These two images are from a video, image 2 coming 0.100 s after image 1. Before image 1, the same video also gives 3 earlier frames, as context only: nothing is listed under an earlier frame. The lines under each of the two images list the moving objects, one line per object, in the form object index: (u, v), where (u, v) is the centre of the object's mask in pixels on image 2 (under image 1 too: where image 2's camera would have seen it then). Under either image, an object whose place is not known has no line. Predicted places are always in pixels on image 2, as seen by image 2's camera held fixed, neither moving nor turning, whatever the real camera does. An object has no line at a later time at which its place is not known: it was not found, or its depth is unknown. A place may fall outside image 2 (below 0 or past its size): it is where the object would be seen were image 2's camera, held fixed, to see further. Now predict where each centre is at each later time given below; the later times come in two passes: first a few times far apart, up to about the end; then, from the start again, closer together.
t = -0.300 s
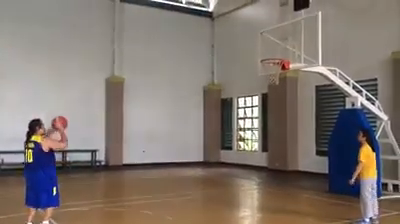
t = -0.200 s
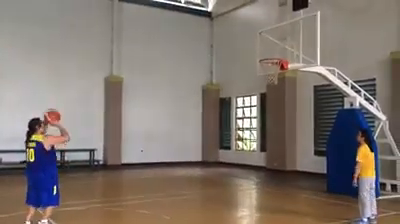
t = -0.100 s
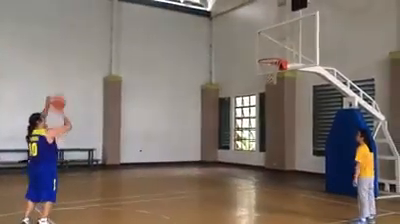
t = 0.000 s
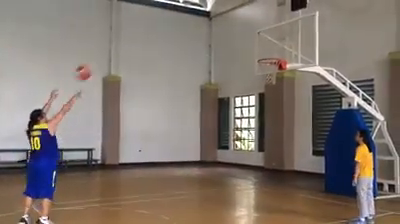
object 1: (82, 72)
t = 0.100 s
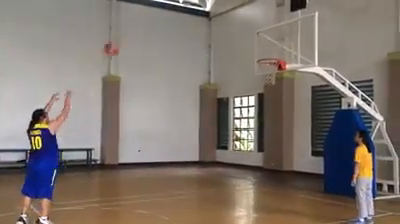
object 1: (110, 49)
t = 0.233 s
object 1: (145, 29)
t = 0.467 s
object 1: (197, 20)
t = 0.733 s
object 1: (246, 40)
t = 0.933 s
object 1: (276, 68)
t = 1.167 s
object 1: (273, 65)
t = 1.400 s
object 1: (267, 75)
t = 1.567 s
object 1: (263, 91)
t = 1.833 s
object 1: (261, 135)
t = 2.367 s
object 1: (261, 137)
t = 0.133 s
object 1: (119, 43)
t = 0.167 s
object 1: (128, 38)
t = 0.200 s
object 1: (137, 33)
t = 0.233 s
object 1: (145, 29)
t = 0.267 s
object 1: (153, 26)
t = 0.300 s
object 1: (161, 23)
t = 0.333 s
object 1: (168, 22)
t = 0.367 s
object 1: (176, 20)
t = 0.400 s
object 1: (183, 20)
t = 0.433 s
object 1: (190, 21)
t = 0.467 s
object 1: (197, 20)
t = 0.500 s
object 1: (202, 22)
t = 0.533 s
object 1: (210, 23)
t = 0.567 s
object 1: (215, 23)
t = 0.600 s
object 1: (223, 26)
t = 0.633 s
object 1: (228, 29)
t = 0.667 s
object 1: (234, 32)
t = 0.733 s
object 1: (246, 40)
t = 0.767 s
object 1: (252, 45)
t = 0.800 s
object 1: (257, 50)
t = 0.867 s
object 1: (266, 61)
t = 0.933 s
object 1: (276, 68)
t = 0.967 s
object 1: (277, 67)
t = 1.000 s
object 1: (277, 66)
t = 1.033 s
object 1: (277, 66)
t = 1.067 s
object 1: (277, 65)
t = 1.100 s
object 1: (275, 65)
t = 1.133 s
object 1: (274, 65)
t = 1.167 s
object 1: (273, 65)
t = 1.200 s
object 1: (272, 65)
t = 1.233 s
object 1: (271, 65)
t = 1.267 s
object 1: (271, 67)
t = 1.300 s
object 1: (270, 68)
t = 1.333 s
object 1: (269, 70)
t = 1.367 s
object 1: (268, 72)
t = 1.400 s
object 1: (267, 75)
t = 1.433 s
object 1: (267, 77)
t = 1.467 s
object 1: (264, 80)
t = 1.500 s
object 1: (263, 83)
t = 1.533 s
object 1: (263, 86)
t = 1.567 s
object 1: (263, 91)
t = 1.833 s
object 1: (261, 135)
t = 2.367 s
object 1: (261, 137)
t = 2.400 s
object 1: (261, 133)
